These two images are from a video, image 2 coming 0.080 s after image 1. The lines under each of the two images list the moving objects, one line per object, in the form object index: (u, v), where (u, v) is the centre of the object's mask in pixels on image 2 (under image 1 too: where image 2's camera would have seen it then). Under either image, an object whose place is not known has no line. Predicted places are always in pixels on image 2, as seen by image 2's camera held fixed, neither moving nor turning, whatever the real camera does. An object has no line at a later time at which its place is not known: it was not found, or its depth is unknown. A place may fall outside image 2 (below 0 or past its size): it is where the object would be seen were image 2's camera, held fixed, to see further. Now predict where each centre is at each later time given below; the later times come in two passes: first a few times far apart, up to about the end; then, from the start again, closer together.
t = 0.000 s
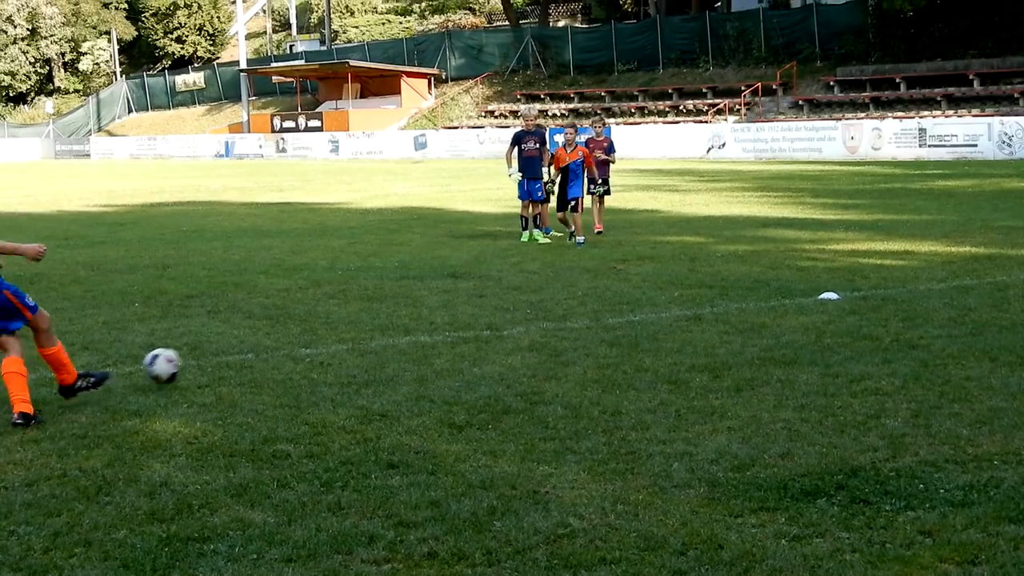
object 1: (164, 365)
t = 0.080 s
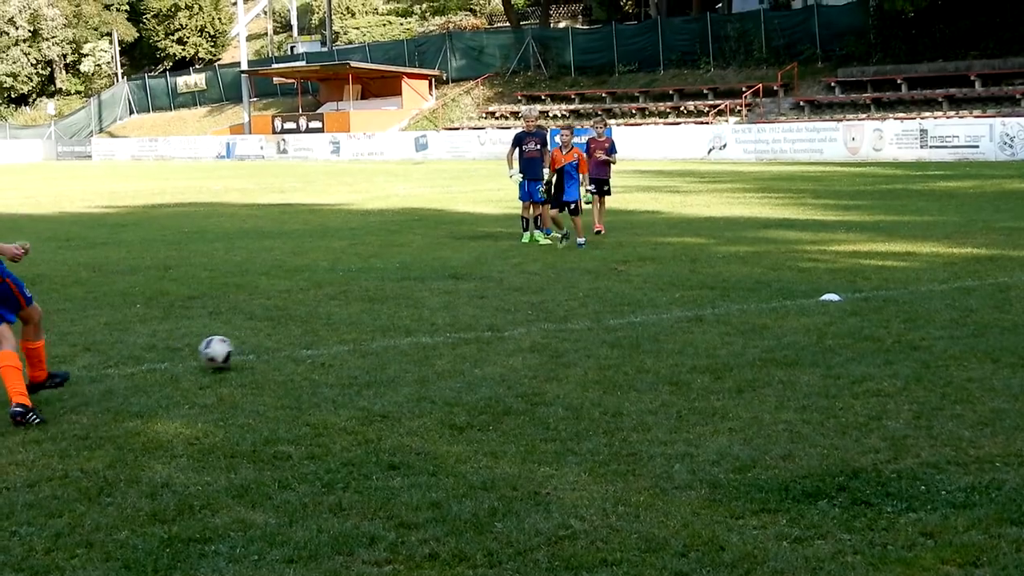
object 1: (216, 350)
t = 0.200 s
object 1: (277, 331)
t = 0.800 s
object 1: (417, 284)
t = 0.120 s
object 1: (241, 347)
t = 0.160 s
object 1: (261, 340)
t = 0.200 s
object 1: (277, 331)
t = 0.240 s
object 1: (293, 322)
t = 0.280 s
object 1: (307, 318)
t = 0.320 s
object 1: (321, 314)
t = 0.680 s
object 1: (404, 288)
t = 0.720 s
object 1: (409, 285)
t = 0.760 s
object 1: (413, 284)
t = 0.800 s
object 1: (417, 284)
